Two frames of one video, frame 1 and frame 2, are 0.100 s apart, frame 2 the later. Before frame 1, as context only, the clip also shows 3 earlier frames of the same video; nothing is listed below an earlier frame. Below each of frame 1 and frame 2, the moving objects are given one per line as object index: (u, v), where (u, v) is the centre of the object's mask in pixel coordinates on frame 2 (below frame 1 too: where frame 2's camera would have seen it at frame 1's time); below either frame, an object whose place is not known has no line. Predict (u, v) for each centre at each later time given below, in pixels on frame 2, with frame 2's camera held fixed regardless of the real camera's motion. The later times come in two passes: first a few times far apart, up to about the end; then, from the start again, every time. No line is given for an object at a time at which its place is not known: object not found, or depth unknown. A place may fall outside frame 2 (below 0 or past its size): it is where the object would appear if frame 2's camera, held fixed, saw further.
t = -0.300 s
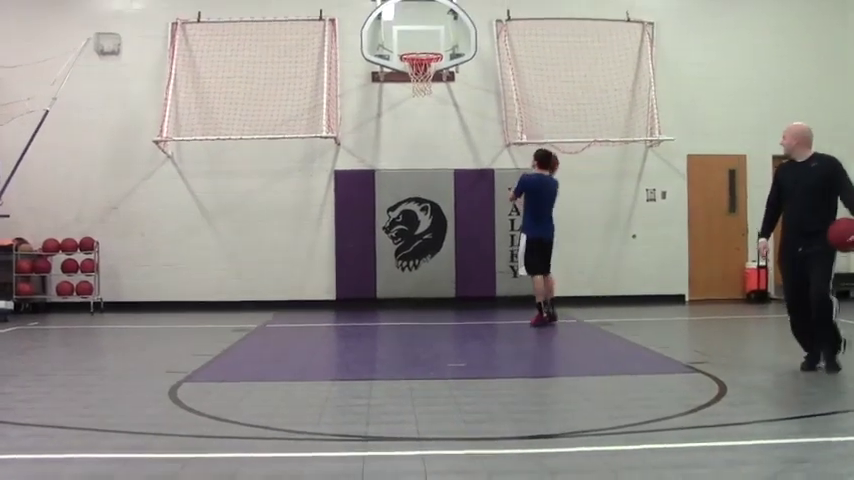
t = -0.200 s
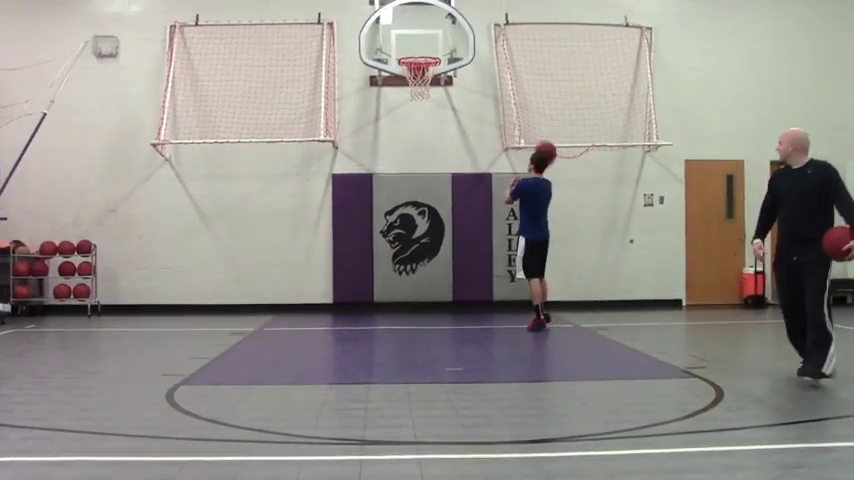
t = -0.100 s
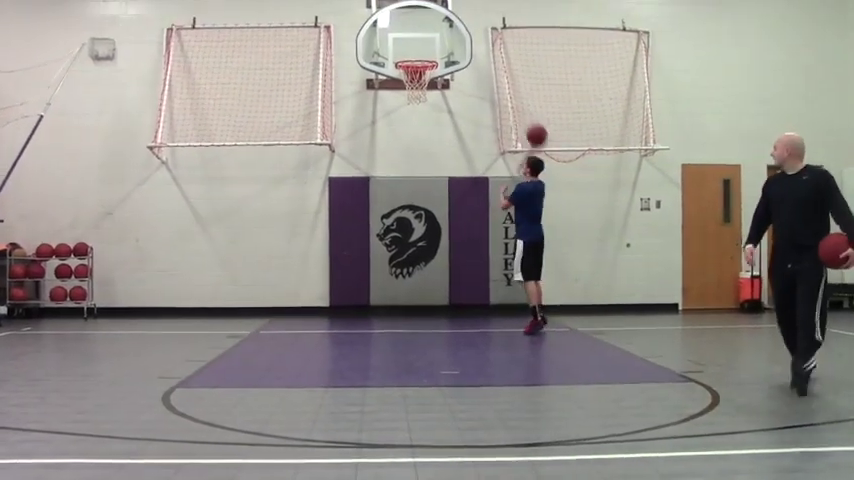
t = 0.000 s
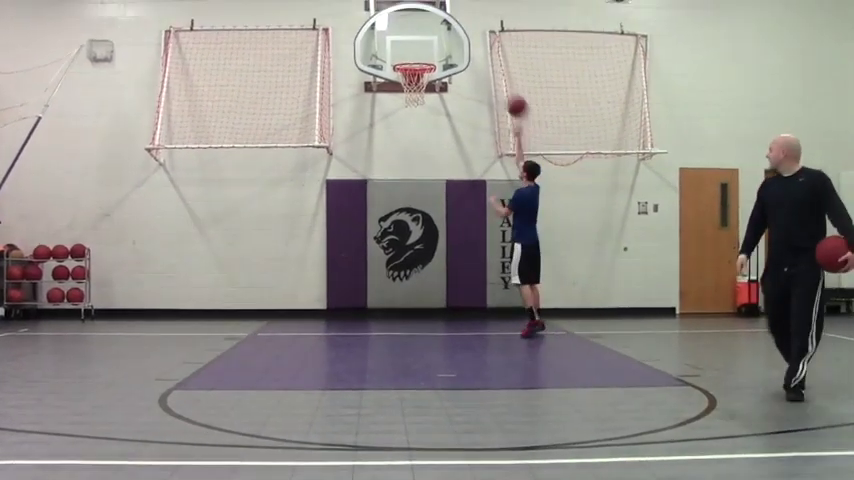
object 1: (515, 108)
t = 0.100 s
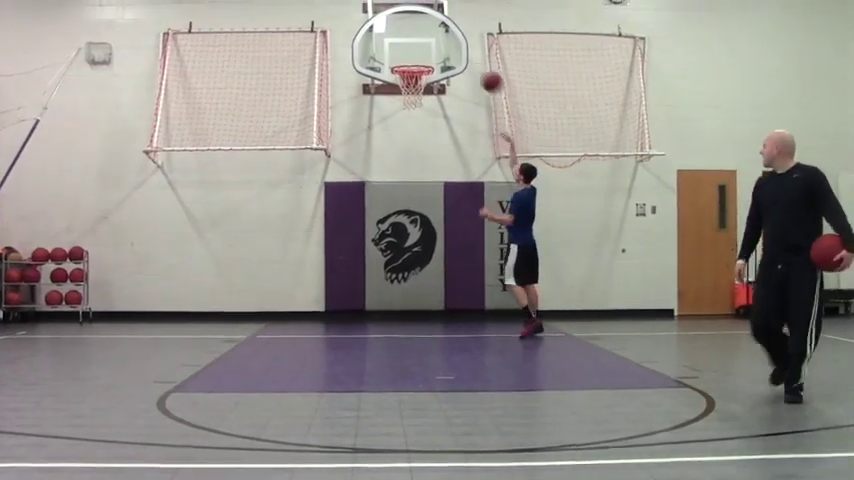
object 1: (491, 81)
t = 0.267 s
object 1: (454, 56)
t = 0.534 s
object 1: (415, 60)
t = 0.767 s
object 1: (399, 96)
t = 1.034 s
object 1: (404, 157)
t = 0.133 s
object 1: (484, 74)
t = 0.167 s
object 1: (477, 69)
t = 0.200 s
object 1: (469, 64)
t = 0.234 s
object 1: (462, 59)
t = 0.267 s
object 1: (454, 56)
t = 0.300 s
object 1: (447, 55)
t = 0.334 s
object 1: (441, 54)
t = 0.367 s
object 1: (434, 53)
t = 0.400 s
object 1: (430, 53)
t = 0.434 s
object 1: (426, 54)
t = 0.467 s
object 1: (422, 55)
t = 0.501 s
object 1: (418, 57)
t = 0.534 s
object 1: (415, 60)
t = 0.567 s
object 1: (410, 64)
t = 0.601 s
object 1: (407, 69)
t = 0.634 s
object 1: (403, 77)
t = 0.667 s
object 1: (400, 85)
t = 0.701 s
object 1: (398, 88)
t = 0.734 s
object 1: (399, 90)
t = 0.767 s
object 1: (399, 96)
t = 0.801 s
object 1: (400, 99)
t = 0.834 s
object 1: (400, 104)
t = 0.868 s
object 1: (401, 110)
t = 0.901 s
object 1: (401, 118)
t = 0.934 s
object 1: (402, 126)
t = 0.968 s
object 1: (403, 135)
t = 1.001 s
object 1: (404, 146)
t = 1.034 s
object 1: (404, 157)
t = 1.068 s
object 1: (404, 170)
